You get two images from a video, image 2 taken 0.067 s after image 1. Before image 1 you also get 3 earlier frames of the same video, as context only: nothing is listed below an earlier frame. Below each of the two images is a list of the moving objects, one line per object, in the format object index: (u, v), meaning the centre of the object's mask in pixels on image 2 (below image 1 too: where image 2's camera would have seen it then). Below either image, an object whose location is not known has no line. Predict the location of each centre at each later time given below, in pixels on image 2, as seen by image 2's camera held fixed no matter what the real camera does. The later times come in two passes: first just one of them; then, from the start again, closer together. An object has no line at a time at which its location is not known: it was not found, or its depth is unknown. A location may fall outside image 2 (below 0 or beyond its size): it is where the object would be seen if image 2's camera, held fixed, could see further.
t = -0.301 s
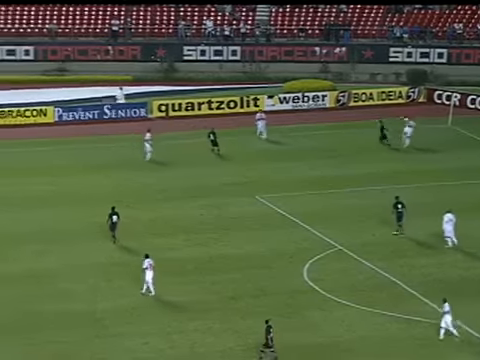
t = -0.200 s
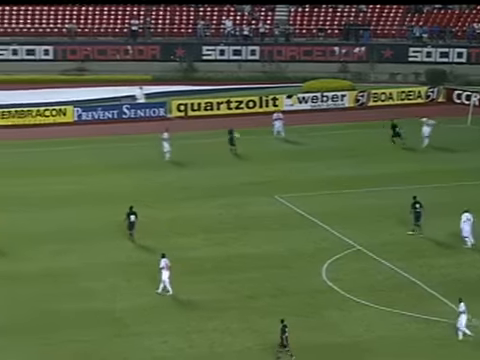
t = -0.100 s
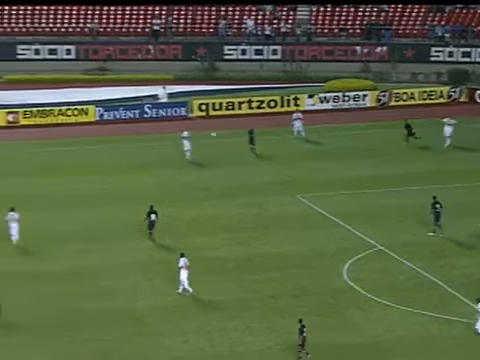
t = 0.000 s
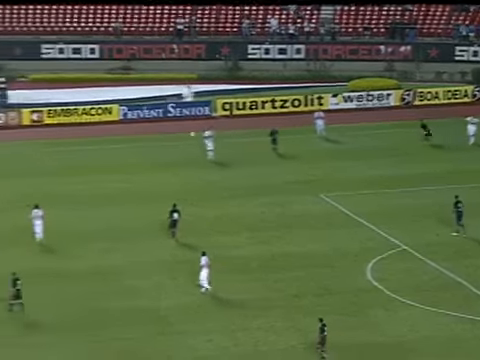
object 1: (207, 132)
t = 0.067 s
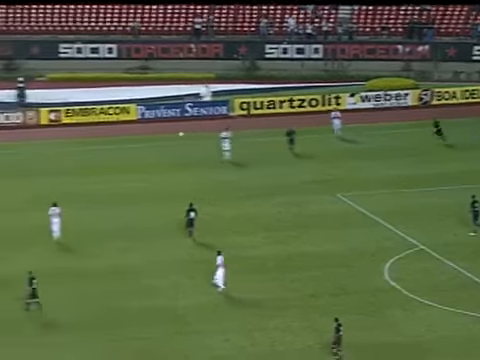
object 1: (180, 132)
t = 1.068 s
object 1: (-237, 191)
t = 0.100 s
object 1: (167, 130)
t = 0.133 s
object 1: (155, 132)
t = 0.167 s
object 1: (142, 133)
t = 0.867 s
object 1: (-150, 171)
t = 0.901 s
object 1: (-165, 174)
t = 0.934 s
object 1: (-179, 177)
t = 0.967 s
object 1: (-193, 180)
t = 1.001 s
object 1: (-208, 184)
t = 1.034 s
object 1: (-222, 187)
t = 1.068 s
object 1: (-237, 191)
